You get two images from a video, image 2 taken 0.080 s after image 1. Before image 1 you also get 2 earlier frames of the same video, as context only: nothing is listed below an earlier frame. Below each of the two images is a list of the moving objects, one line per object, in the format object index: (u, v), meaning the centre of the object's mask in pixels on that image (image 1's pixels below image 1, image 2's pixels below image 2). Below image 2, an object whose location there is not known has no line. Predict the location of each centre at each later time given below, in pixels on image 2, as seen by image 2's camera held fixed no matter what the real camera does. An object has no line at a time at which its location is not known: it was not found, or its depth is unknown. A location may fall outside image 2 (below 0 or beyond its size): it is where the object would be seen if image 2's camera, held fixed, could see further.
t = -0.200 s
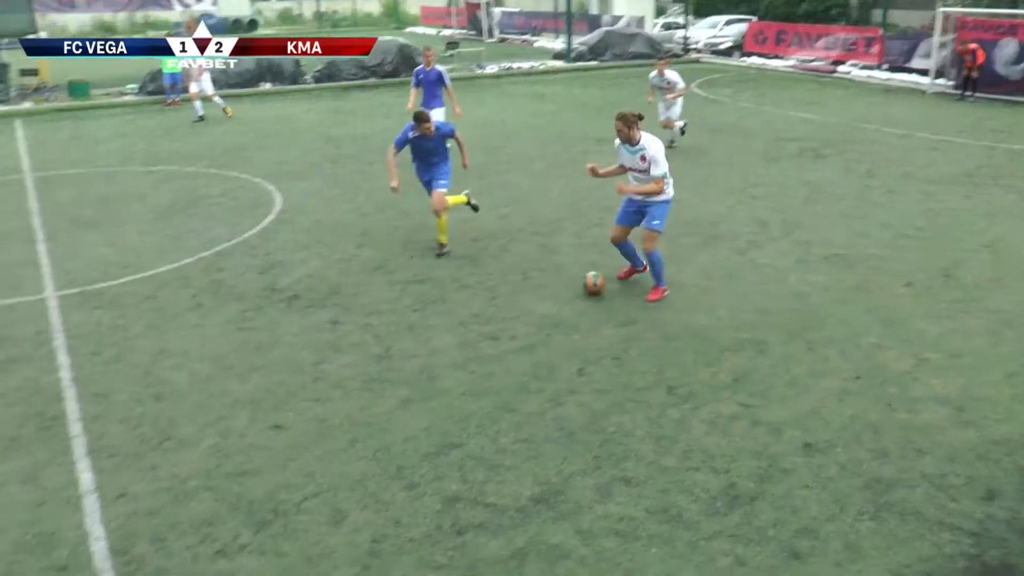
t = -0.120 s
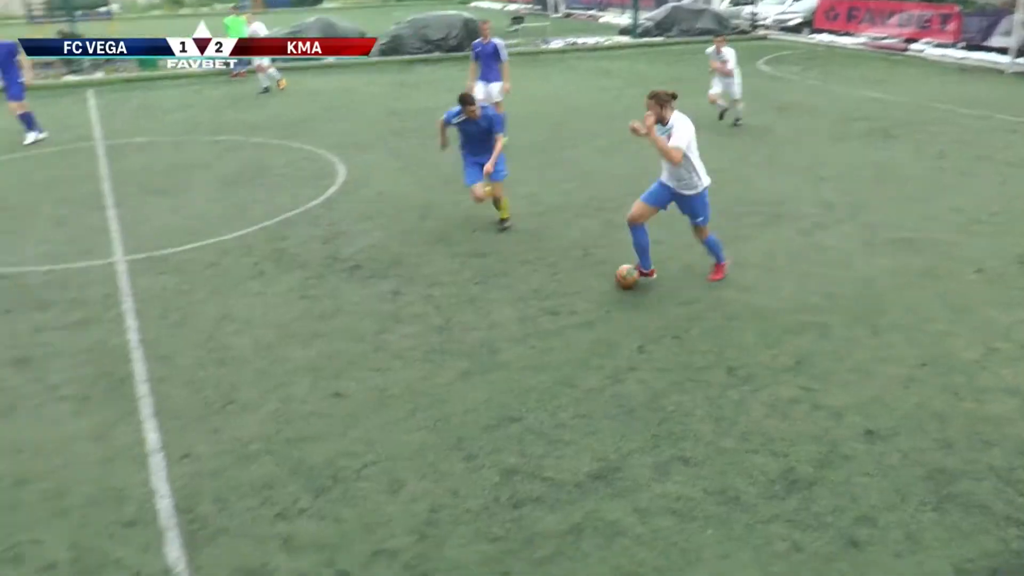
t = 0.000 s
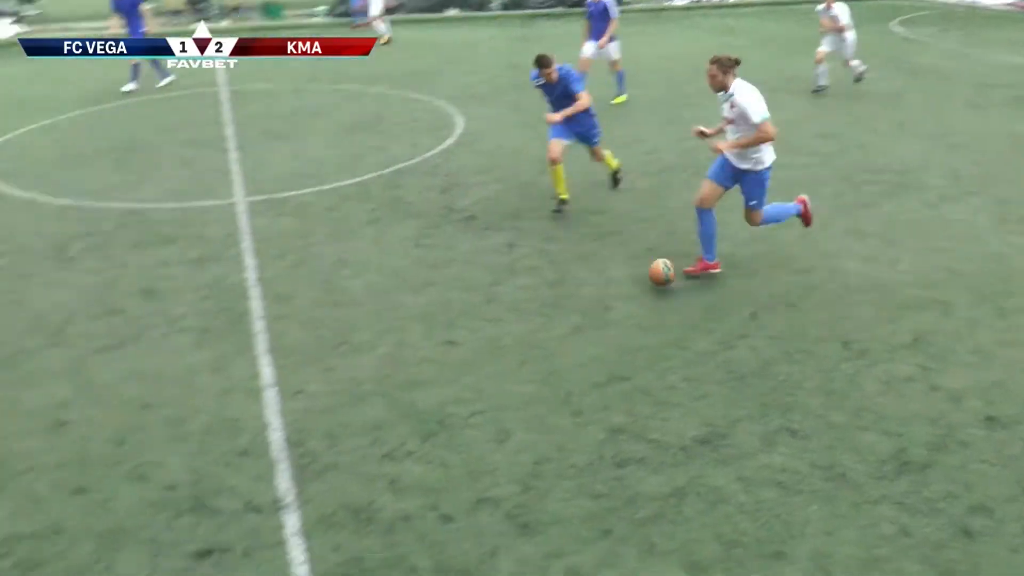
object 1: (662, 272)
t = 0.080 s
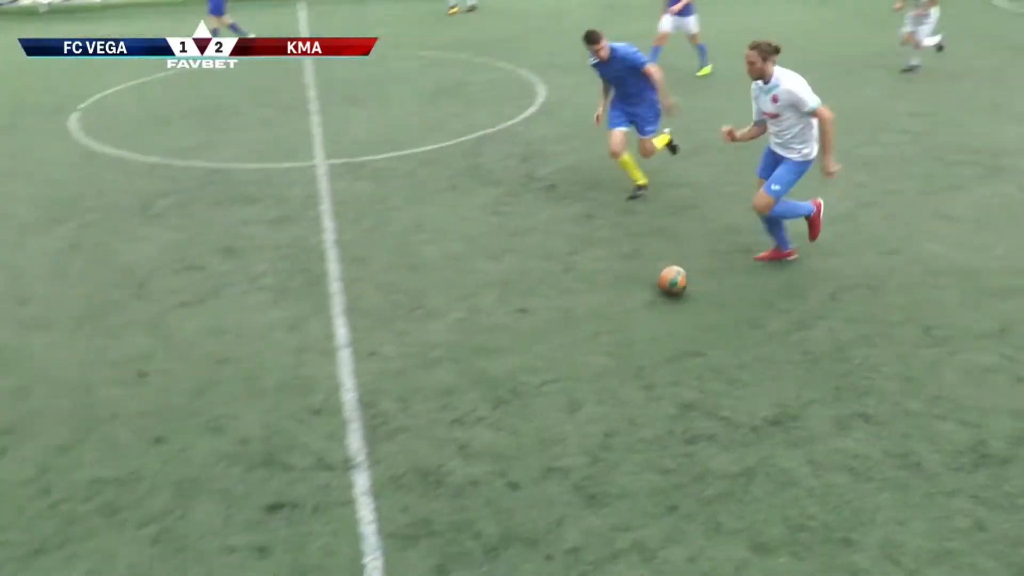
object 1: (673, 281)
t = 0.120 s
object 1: (641, 292)
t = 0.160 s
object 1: (606, 306)
